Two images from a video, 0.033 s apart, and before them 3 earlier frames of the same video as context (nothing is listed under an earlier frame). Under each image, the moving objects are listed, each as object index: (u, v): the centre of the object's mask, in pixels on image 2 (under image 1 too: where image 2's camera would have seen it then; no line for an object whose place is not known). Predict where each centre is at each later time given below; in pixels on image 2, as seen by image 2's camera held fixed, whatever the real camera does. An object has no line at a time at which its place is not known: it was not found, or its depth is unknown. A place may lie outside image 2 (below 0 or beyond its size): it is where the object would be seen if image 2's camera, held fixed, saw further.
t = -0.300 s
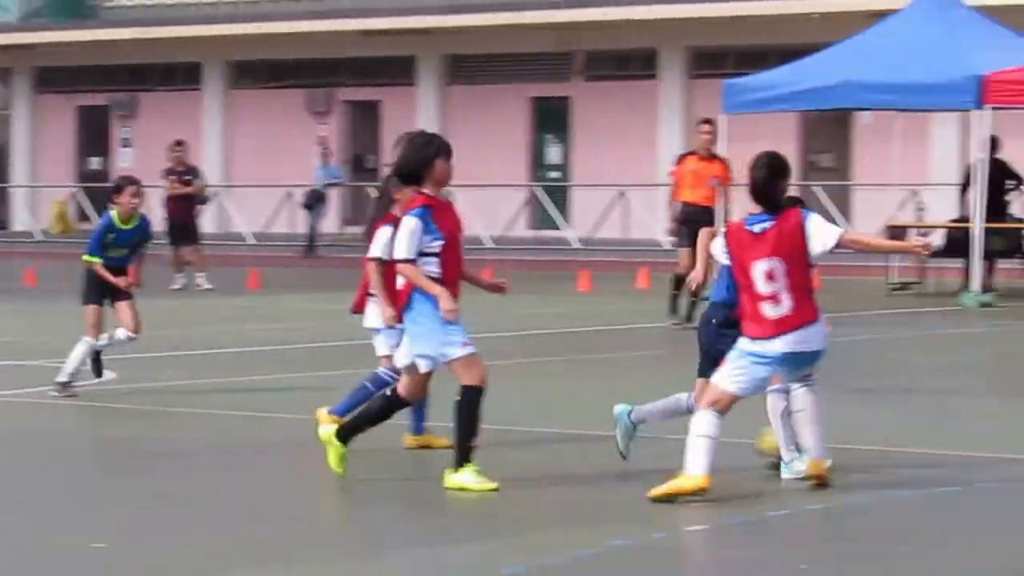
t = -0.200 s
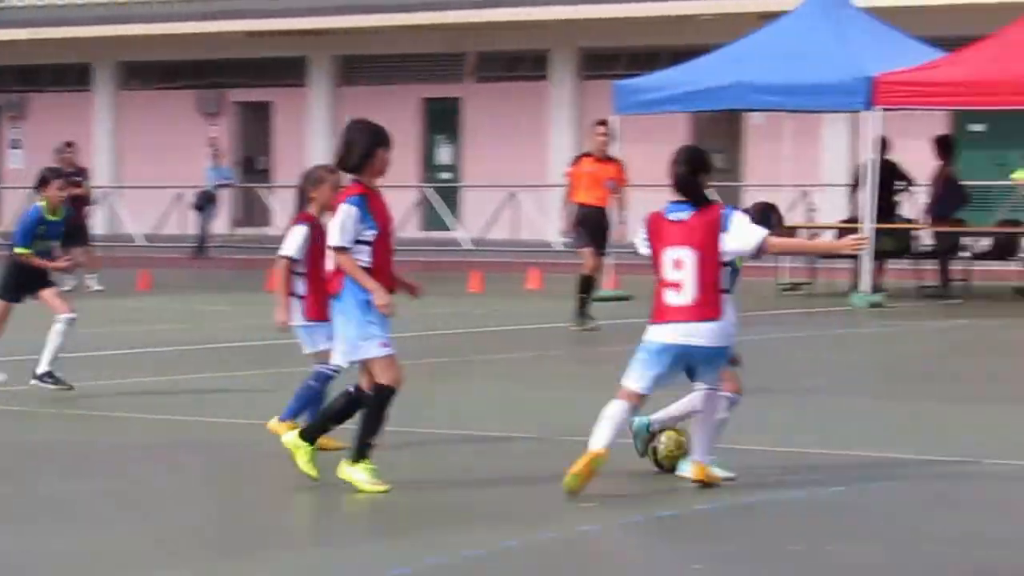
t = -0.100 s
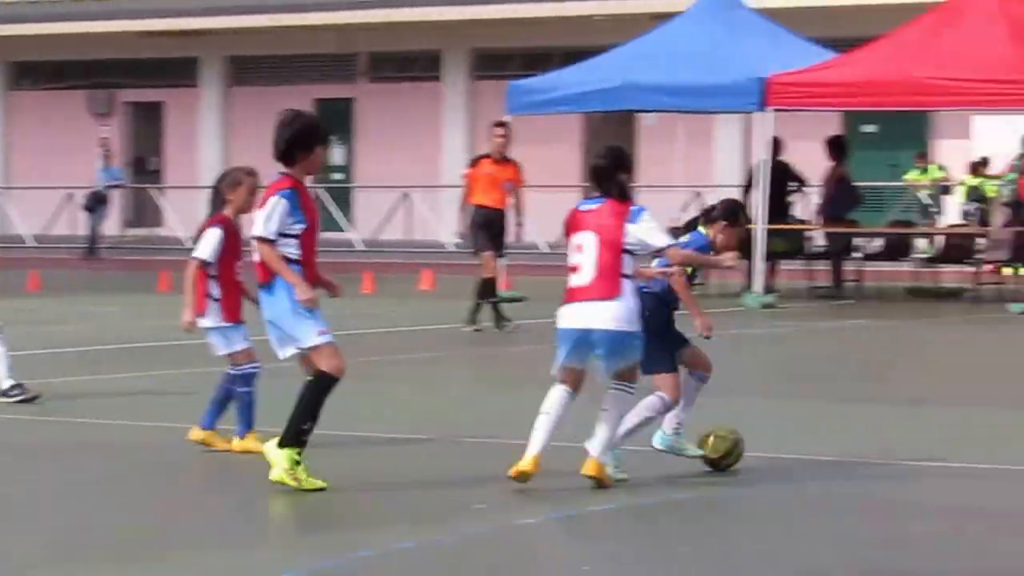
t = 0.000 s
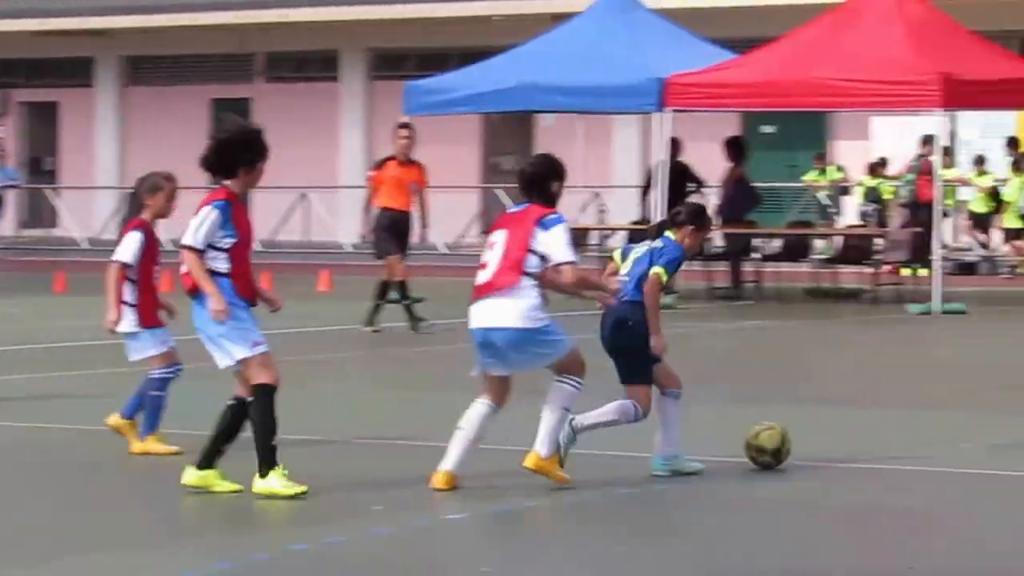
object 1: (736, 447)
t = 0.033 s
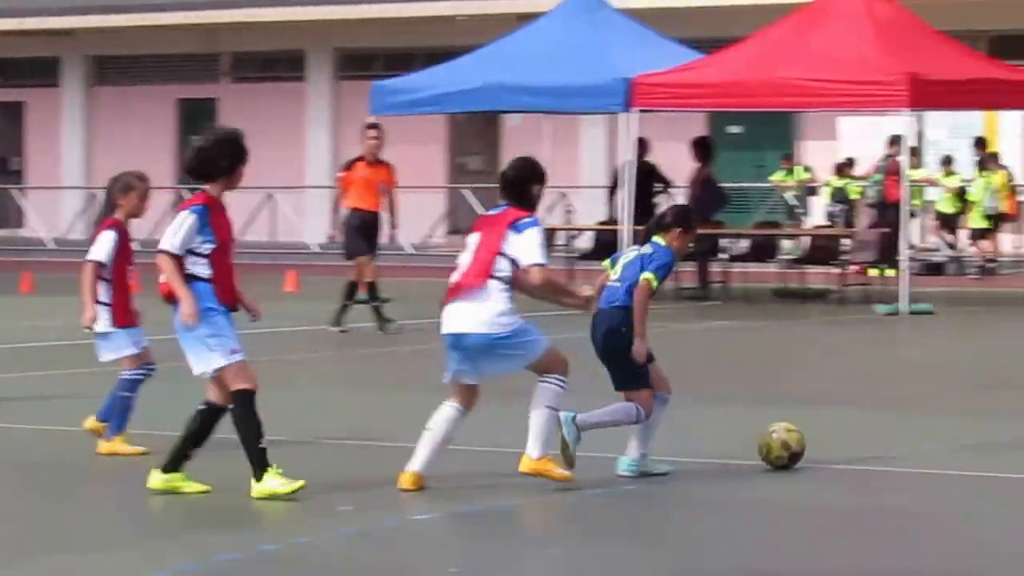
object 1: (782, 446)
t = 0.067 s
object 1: (825, 443)
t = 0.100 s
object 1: (867, 442)
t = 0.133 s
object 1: (907, 442)
